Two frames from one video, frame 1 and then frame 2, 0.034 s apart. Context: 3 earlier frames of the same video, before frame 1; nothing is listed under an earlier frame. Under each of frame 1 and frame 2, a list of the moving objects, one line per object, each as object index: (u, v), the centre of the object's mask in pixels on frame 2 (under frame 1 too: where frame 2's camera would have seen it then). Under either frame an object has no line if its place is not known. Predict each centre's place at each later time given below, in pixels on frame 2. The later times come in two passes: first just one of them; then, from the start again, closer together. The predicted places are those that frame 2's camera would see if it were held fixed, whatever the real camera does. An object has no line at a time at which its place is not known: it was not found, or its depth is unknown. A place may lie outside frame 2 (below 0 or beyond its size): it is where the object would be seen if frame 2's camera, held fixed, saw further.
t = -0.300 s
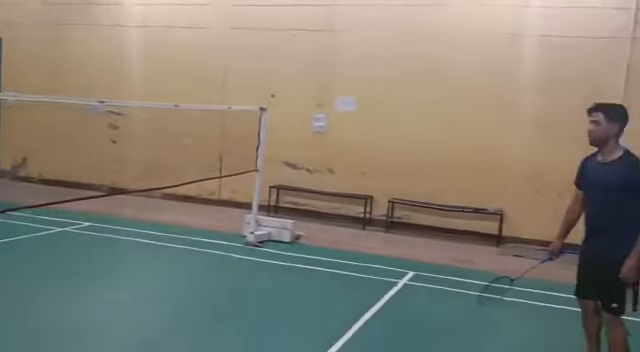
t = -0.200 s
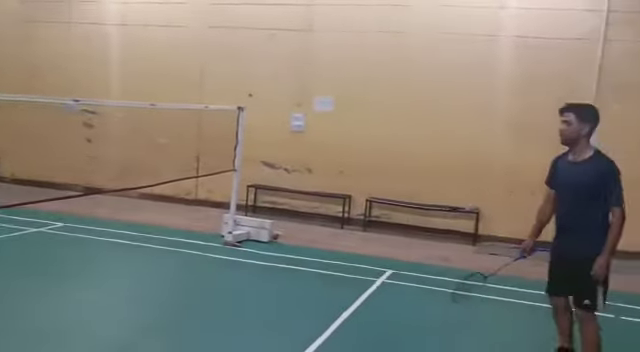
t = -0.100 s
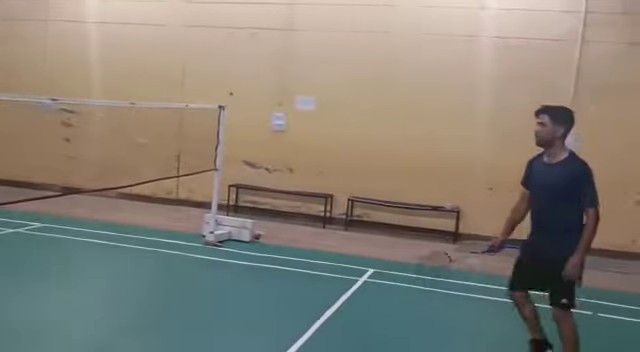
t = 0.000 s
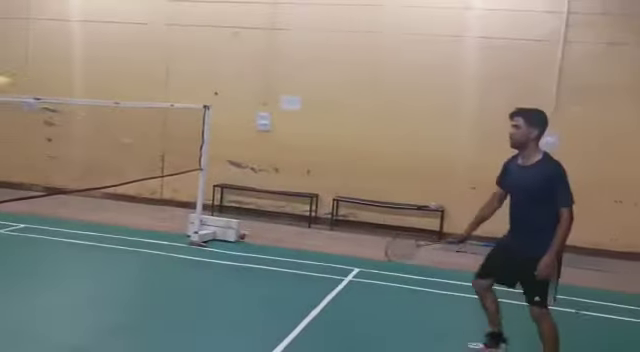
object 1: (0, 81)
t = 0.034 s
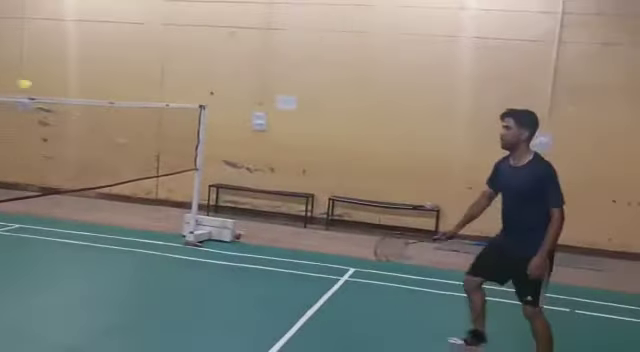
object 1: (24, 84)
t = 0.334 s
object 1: (232, 183)
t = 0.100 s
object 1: (81, 95)
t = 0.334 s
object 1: (232, 183)
